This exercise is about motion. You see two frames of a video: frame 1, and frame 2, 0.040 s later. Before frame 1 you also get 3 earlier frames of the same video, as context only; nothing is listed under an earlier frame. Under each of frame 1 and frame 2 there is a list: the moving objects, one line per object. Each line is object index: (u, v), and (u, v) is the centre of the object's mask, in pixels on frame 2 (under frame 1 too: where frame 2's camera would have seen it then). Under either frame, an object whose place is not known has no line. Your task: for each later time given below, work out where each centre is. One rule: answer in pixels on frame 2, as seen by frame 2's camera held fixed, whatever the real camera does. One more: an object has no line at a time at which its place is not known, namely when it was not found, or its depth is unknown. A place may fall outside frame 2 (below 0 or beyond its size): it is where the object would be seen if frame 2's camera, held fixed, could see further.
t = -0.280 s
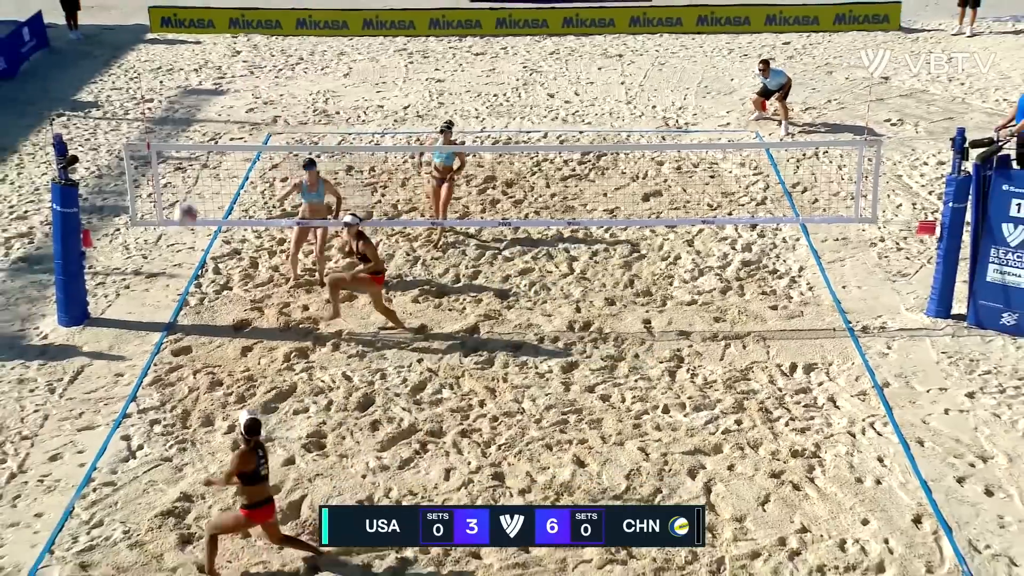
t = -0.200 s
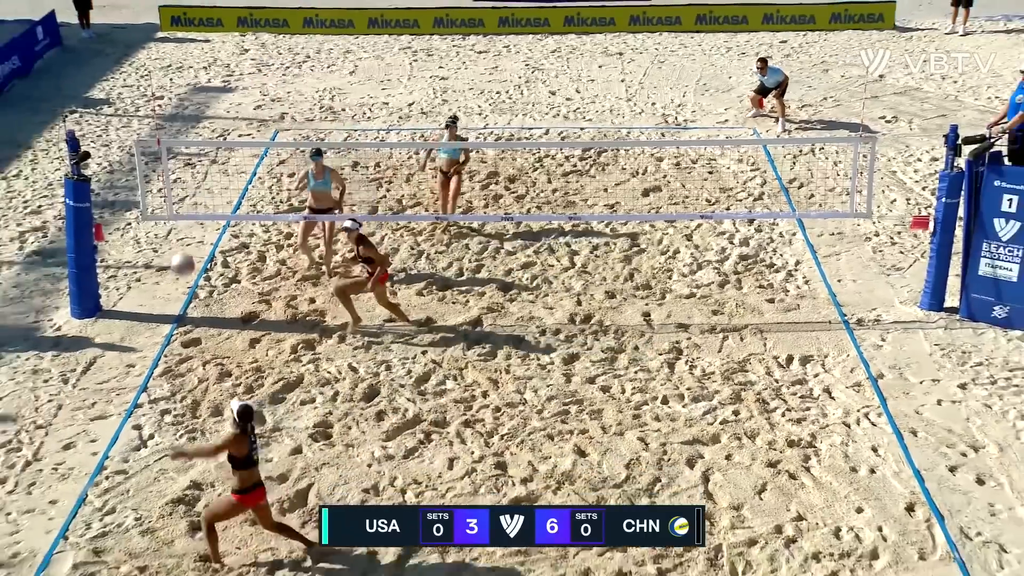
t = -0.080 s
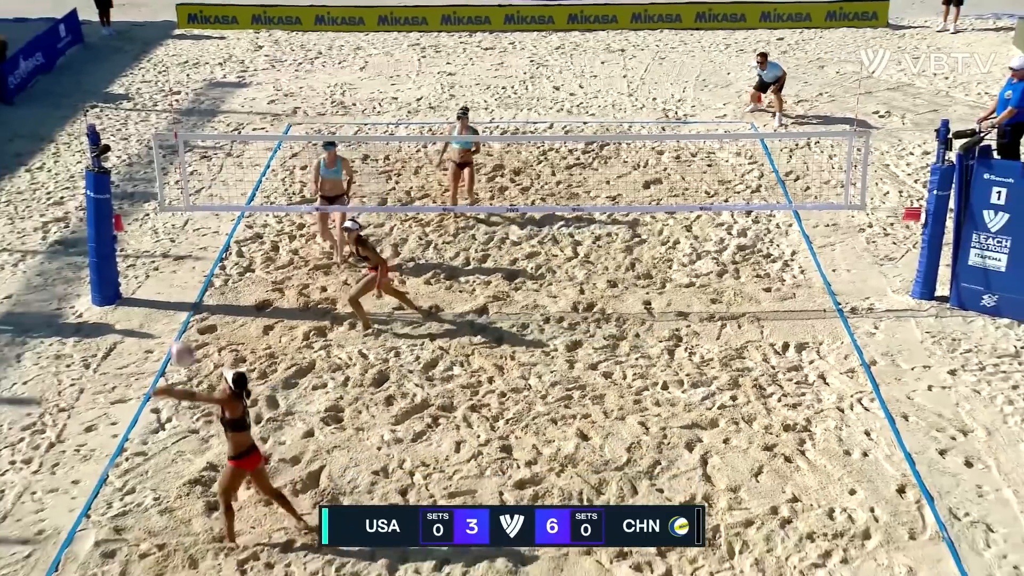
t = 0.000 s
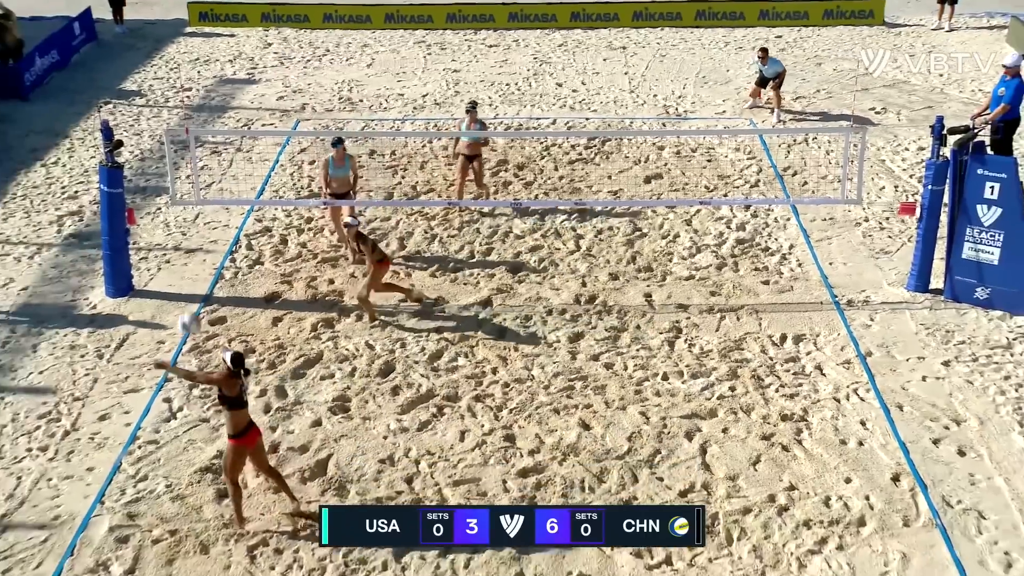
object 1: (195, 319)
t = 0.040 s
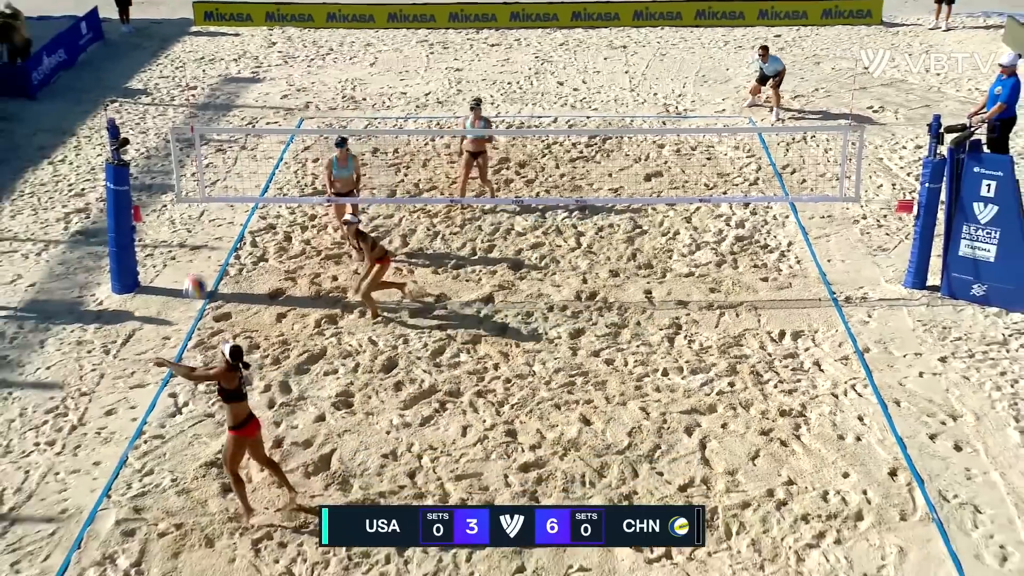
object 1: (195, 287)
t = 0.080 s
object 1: (196, 256)
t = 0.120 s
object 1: (199, 226)
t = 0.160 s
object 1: (199, 198)
